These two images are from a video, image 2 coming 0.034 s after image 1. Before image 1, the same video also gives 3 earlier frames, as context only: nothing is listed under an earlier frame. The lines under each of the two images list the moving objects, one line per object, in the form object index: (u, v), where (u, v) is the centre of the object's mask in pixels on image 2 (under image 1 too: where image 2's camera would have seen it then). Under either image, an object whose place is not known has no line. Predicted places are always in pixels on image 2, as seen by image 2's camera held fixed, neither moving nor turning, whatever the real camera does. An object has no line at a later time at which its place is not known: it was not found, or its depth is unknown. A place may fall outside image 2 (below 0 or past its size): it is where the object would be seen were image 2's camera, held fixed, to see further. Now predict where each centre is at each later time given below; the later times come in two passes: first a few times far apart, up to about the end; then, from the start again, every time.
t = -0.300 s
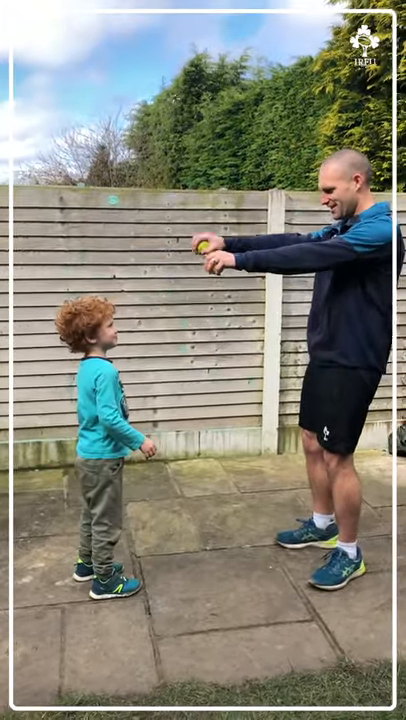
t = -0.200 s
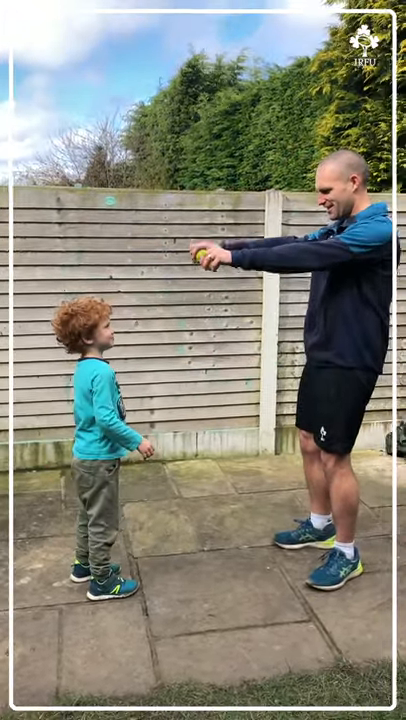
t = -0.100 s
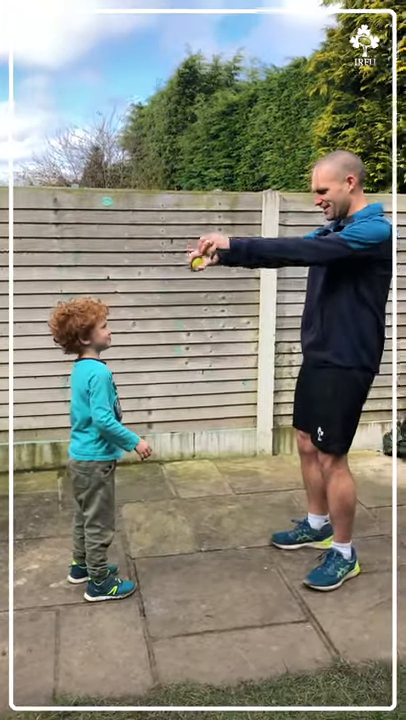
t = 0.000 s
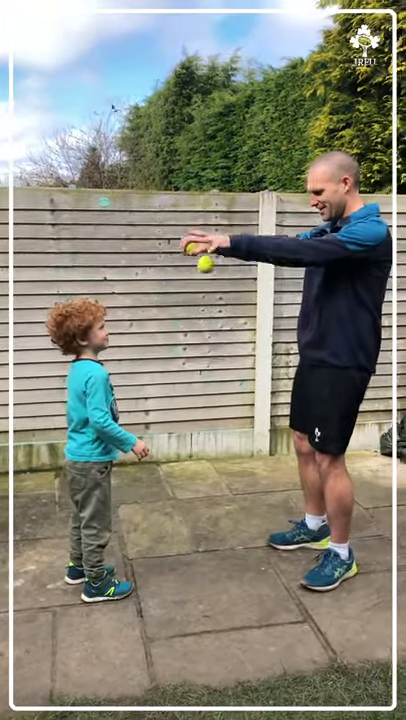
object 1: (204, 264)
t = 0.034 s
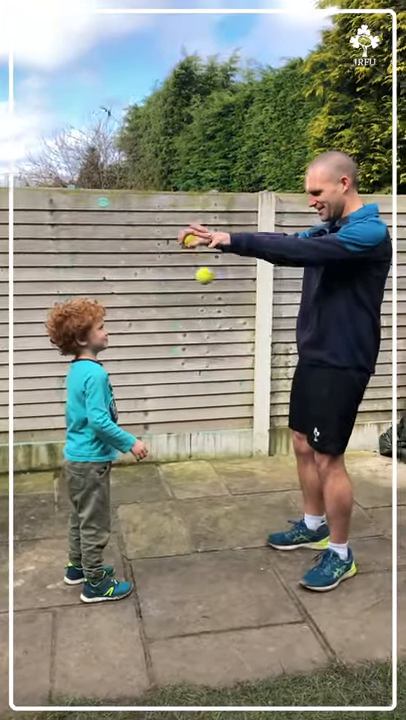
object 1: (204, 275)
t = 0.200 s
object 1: (203, 370)
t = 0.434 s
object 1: (200, 573)
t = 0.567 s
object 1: (188, 478)
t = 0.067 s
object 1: (205, 289)
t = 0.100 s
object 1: (204, 305)
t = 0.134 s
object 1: (203, 325)
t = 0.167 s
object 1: (203, 346)
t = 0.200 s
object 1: (203, 370)
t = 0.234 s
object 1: (203, 397)
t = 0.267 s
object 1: (203, 425)
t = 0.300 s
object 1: (203, 456)
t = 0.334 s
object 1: (202, 489)
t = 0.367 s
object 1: (201, 525)
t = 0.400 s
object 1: (201, 562)
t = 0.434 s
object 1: (200, 573)
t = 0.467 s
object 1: (197, 546)
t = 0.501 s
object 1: (194, 521)
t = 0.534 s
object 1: (191, 498)
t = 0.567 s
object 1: (188, 478)
